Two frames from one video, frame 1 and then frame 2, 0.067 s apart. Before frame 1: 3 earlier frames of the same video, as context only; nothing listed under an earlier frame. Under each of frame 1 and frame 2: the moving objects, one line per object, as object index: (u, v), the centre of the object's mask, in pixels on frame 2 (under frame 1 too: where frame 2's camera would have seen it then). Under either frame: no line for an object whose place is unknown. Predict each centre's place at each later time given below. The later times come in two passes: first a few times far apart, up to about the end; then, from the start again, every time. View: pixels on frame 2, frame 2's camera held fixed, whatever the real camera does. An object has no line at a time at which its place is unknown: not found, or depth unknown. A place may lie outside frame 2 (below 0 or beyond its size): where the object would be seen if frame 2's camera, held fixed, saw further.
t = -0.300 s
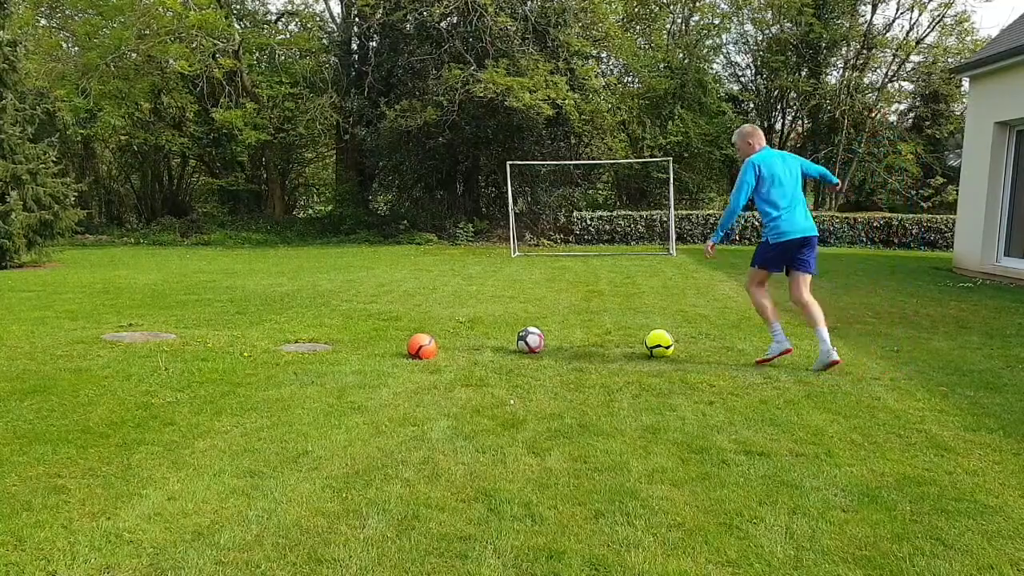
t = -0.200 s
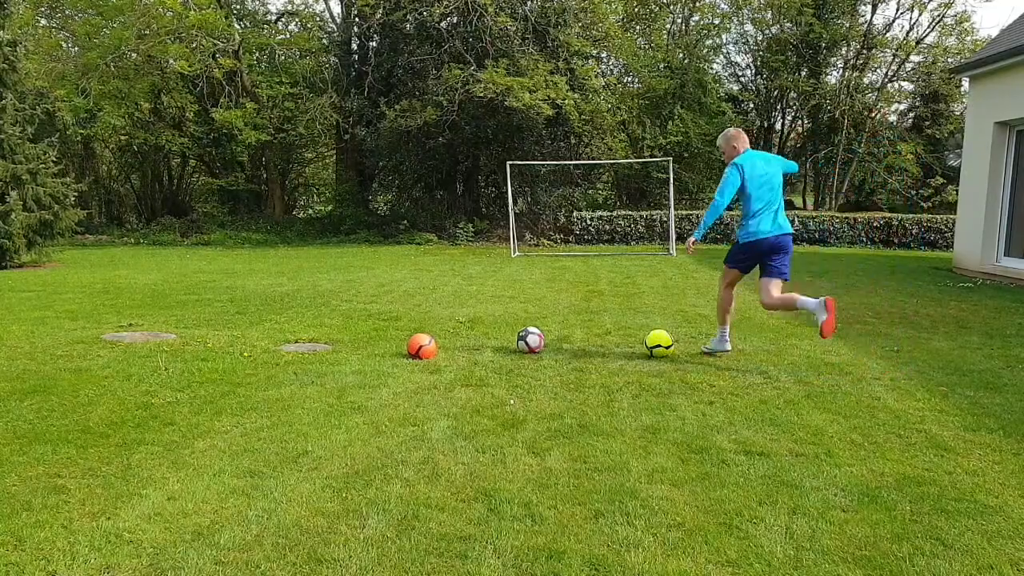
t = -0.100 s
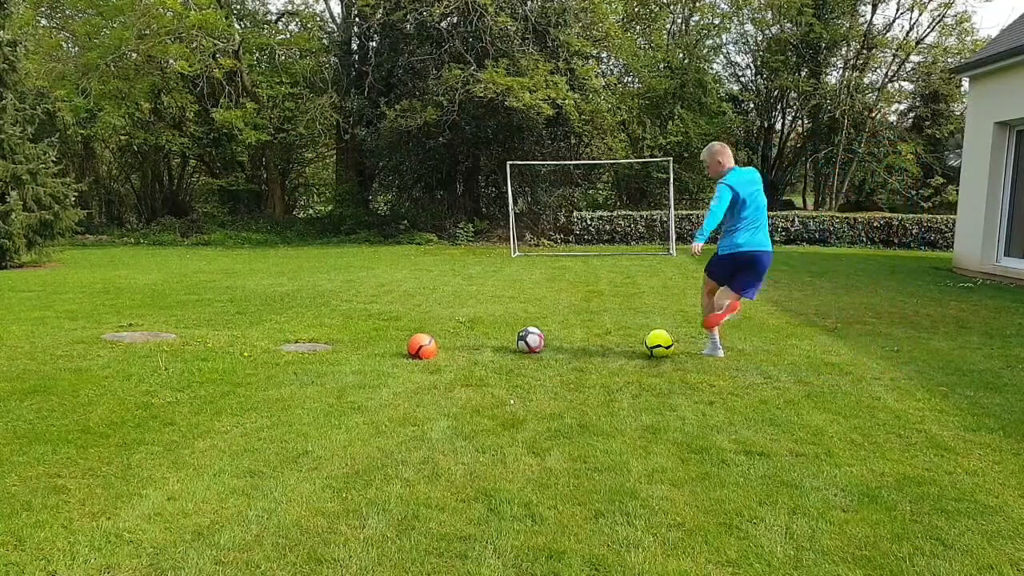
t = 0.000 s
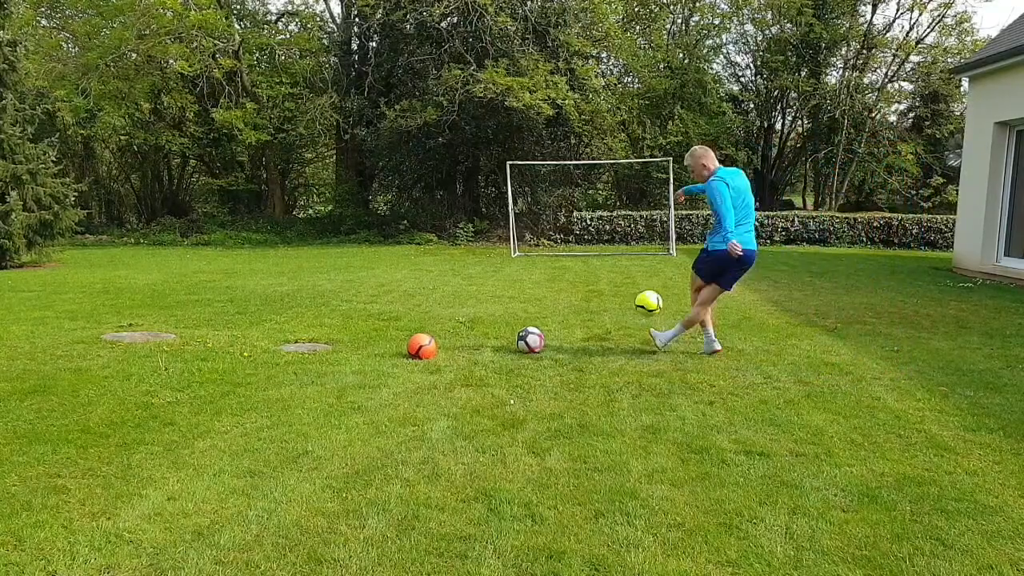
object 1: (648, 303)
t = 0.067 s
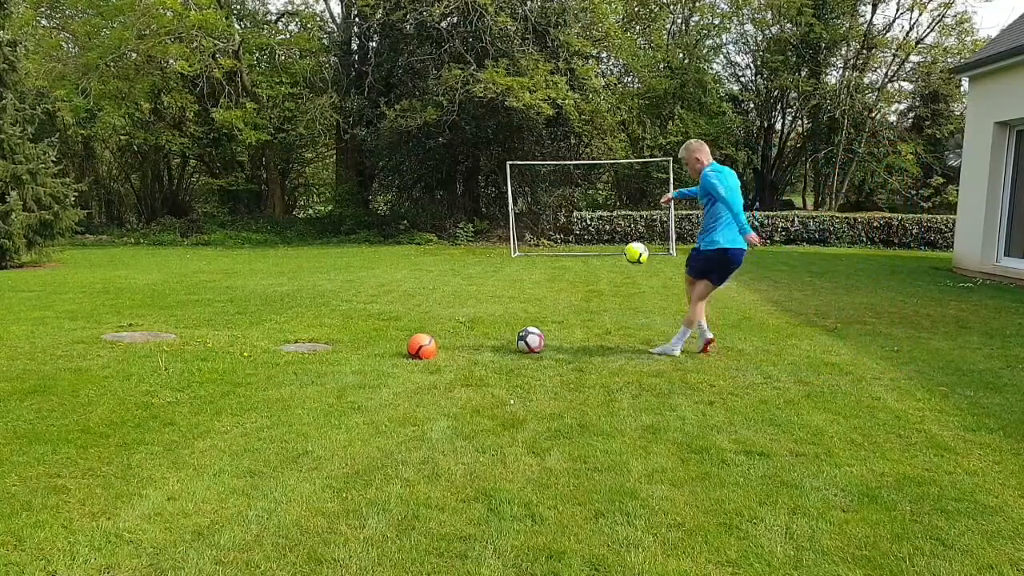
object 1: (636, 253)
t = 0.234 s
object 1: (617, 182)
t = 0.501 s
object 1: (606, 150)
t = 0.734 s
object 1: (604, 163)
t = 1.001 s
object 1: (599, 252)
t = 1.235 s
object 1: (594, 218)
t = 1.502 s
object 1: (585, 212)
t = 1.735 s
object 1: (576, 239)
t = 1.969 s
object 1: (568, 243)
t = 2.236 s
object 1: (559, 244)
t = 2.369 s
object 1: (554, 259)
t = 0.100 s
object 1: (631, 234)
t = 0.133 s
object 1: (627, 218)
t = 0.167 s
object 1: (623, 204)
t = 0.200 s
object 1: (619, 191)
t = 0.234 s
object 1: (617, 182)
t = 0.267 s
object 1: (614, 173)
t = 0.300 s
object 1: (612, 166)
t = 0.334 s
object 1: (611, 161)
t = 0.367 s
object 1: (609, 157)
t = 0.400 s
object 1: (609, 153)
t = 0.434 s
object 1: (608, 152)
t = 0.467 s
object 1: (607, 151)
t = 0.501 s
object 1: (606, 150)
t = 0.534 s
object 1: (606, 150)
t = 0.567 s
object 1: (606, 151)
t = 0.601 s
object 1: (605, 152)
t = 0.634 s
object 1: (605, 154)
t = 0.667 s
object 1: (604, 156)
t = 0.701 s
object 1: (604, 160)
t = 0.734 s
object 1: (604, 163)
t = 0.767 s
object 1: (603, 172)
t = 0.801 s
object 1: (603, 184)
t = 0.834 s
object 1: (602, 197)
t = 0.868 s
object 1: (602, 210)
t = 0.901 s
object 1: (600, 222)
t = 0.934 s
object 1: (600, 234)
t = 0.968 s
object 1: (600, 245)
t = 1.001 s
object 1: (599, 252)
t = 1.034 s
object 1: (598, 246)
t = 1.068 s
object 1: (597, 240)
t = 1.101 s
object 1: (597, 235)
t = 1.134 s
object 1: (596, 230)
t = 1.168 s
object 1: (595, 225)
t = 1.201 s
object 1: (595, 222)
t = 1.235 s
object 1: (594, 218)
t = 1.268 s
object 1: (593, 215)
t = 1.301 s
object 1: (592, 213)
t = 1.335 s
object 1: (591, 211)
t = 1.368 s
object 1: (589, 211)
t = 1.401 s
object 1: (589, 210)
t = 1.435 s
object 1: (588, 210)
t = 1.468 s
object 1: (586, 211)
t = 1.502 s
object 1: (585, 212)
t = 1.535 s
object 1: (584, 214)
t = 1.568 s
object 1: (583, 216)
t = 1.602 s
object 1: (582, 220)
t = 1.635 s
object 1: (580, 224)
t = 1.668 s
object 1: (579, 228)
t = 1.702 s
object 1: (577, 233)
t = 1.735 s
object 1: (576, 239)
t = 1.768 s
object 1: (574, 245)
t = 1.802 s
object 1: (573, 253)
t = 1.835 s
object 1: (571, 256)
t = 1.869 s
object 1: (570, 252)
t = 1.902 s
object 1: (570, 249)
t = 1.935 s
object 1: (569, 245)
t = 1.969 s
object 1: (568, 243)
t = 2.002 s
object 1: (567, 241)
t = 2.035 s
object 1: (566, 239)
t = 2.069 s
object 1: (565, 238)
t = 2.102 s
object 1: (564, 238)
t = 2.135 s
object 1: (563, 239)
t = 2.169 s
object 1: (562, 240)
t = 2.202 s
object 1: (560, 241)
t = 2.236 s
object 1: (559, 244)
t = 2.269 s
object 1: (558, 247)
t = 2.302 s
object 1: (557, 250)
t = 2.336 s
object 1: (555, 255)
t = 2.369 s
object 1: (554, 259)
